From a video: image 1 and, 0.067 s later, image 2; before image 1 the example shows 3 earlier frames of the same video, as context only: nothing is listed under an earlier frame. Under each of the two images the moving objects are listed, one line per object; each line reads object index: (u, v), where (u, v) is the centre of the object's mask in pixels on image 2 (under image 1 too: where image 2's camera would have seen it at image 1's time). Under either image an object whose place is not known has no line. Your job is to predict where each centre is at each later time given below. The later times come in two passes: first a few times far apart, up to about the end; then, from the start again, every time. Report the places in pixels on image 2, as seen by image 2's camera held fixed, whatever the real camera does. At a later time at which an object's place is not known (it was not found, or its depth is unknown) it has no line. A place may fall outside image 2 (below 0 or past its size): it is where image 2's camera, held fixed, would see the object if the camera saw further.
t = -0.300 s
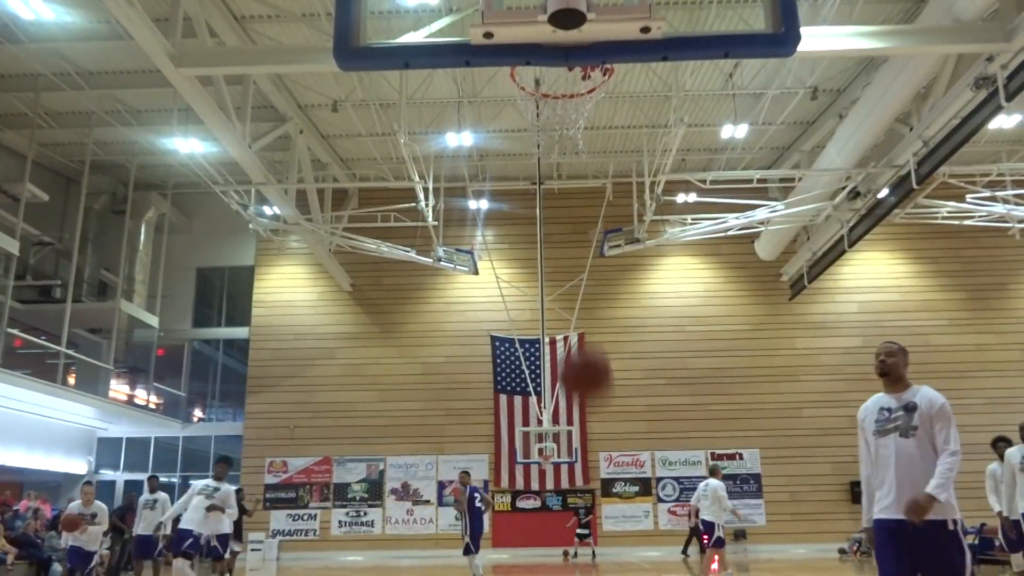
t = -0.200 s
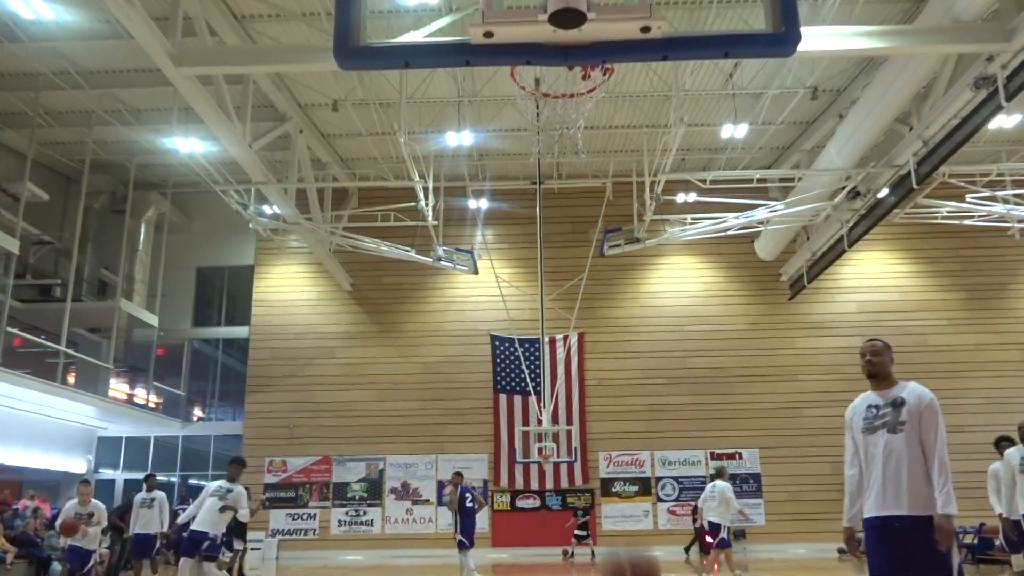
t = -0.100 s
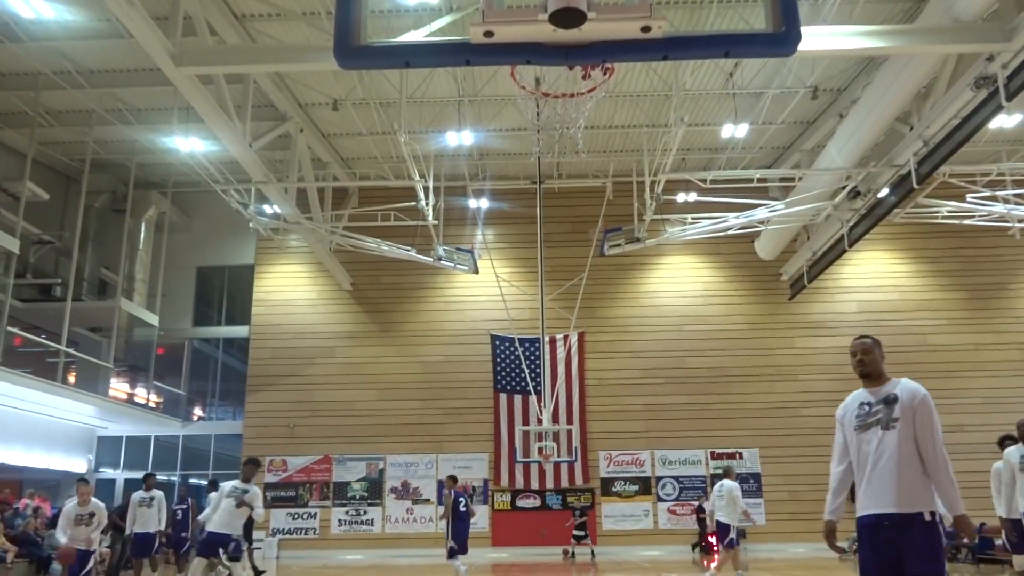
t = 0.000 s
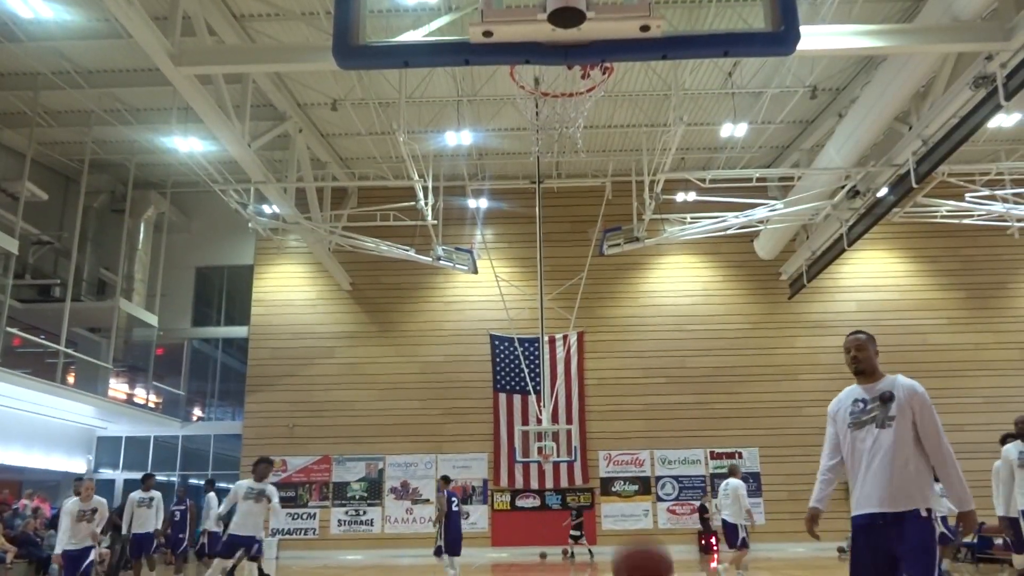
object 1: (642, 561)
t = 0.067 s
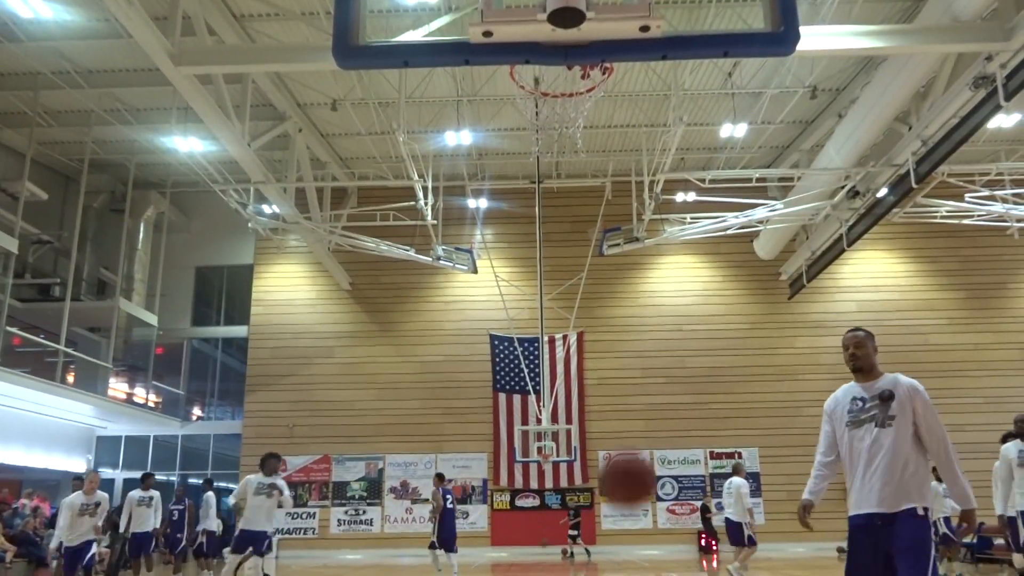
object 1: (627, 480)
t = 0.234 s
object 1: (595, 325)
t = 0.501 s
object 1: (555, 227)
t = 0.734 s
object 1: (528, 257)
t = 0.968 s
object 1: (501, 387)
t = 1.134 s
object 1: (484, 552)
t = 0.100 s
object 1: (620, 441)
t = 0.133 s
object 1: (614, 406)
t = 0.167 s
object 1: (608, 377)
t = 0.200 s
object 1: (601, 349)
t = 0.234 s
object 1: (595, 325)
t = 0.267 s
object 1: (589, 304)
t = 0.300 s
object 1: (584, 285)
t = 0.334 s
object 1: (578, 270)
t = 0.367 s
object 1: (573, 257)
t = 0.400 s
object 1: (569, 246)
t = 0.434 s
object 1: (565, 237)
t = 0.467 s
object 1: (560, 231)
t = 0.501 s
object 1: (555, 227)
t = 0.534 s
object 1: (551, 225)
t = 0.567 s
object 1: (547, 225)
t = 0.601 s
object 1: (543, 227)
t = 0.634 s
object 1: (539, 231)
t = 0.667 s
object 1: (535, 237)
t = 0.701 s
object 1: (531, 246)
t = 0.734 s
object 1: (528, 257)
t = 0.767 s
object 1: (524, 270)
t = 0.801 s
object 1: (520, 283)
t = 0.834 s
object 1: (517, 300)
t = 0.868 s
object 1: (513, 319)
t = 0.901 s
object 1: (510, 340)
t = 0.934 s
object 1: (505, 364)
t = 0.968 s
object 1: (501, 387)
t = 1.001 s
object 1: (497, 416)
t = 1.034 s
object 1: (495, 446)
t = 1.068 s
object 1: (491, 479)
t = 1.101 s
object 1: (488, 513)
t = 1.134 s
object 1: (484, 552)
